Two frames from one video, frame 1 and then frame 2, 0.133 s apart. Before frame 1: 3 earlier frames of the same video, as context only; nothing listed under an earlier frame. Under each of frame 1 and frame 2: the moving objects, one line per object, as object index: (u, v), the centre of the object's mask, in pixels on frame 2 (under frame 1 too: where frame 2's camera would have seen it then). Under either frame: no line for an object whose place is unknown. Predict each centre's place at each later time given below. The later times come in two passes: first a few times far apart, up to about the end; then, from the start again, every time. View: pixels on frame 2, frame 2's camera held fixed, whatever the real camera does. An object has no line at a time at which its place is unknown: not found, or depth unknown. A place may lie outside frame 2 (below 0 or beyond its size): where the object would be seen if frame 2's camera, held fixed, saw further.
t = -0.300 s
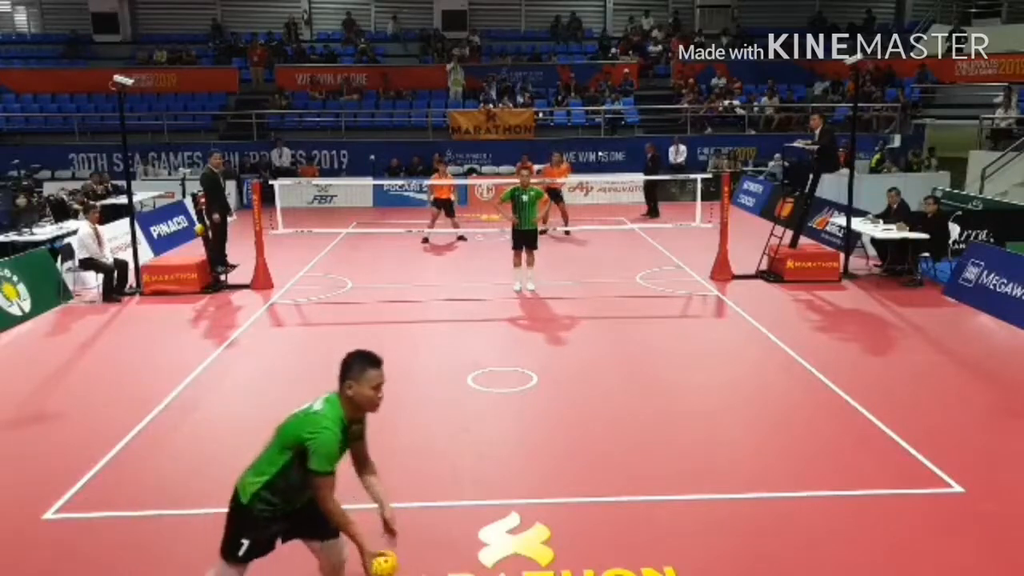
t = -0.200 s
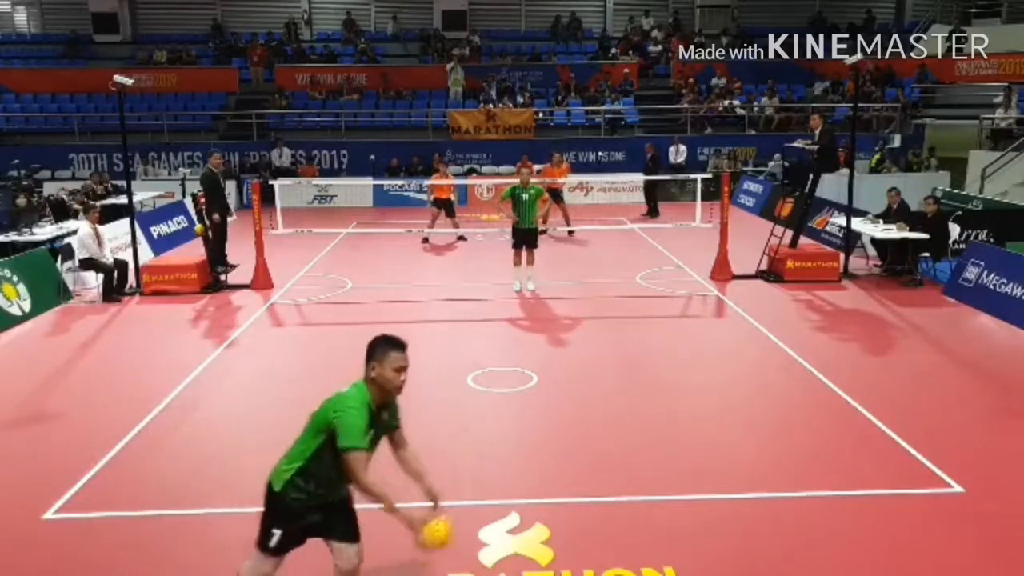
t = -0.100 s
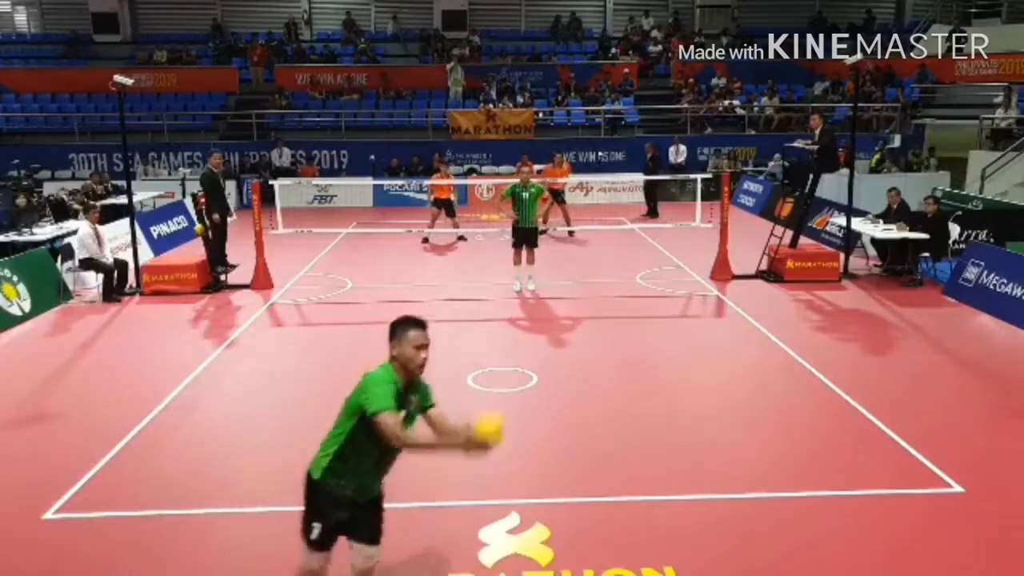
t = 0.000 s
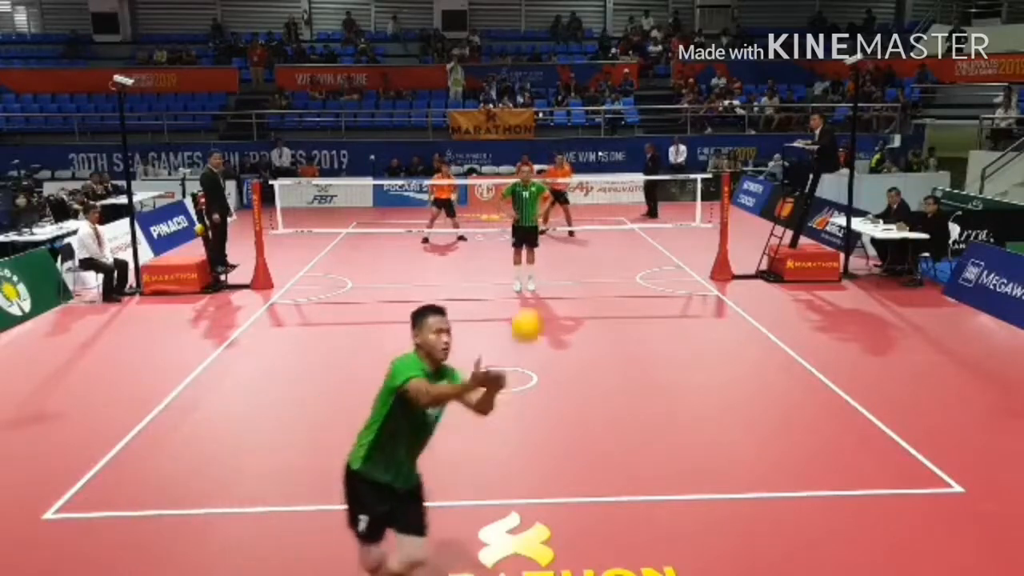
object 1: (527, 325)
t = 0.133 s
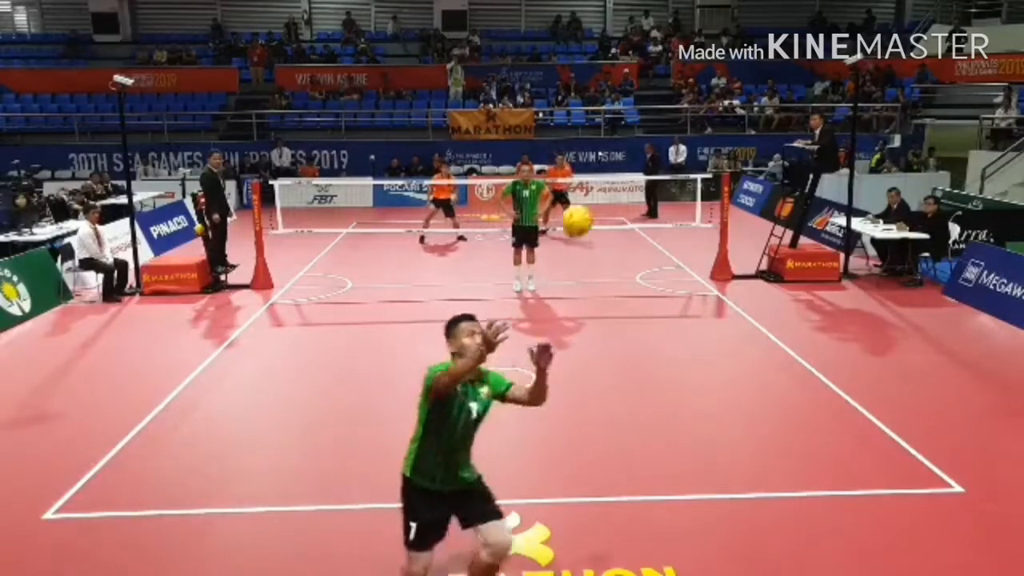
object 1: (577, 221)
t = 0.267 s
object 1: (626, 158)
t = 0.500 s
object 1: (706, 147)
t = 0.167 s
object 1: (590, 200)
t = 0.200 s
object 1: (602, 184)
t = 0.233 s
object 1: (614, 169)
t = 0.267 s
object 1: (626, 158)
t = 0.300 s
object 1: (638, 149)
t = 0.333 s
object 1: (650, 143)
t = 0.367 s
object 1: (662, 138)
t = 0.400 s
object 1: (673, 137)
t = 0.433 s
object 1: (685, 137)
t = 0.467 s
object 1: (696, 141)
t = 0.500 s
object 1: (706, 147)
